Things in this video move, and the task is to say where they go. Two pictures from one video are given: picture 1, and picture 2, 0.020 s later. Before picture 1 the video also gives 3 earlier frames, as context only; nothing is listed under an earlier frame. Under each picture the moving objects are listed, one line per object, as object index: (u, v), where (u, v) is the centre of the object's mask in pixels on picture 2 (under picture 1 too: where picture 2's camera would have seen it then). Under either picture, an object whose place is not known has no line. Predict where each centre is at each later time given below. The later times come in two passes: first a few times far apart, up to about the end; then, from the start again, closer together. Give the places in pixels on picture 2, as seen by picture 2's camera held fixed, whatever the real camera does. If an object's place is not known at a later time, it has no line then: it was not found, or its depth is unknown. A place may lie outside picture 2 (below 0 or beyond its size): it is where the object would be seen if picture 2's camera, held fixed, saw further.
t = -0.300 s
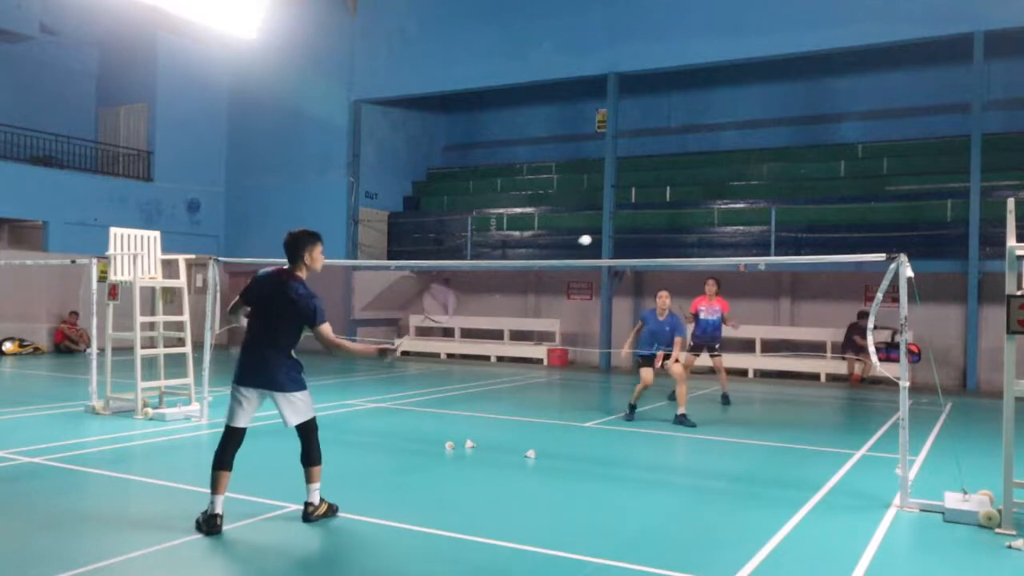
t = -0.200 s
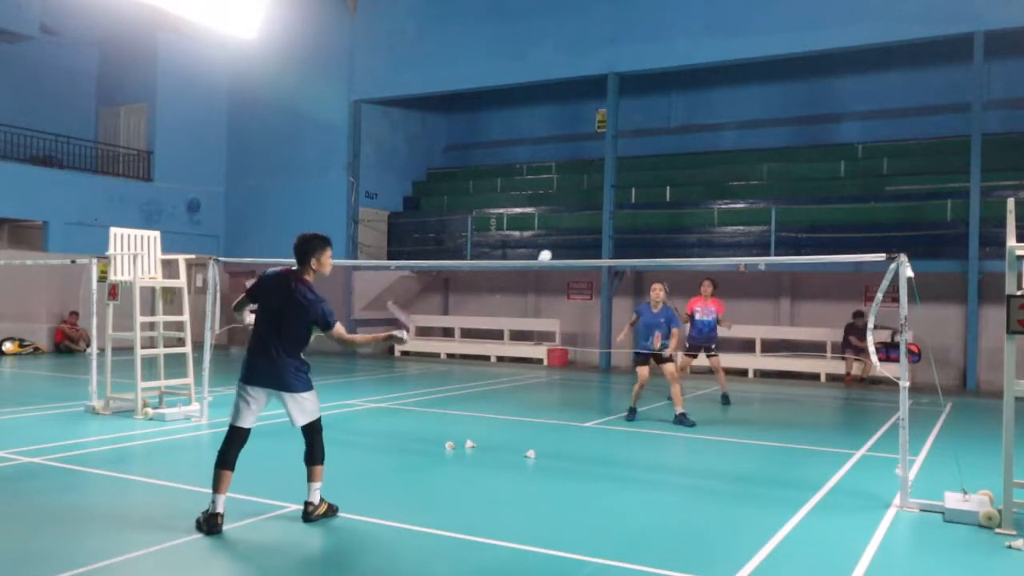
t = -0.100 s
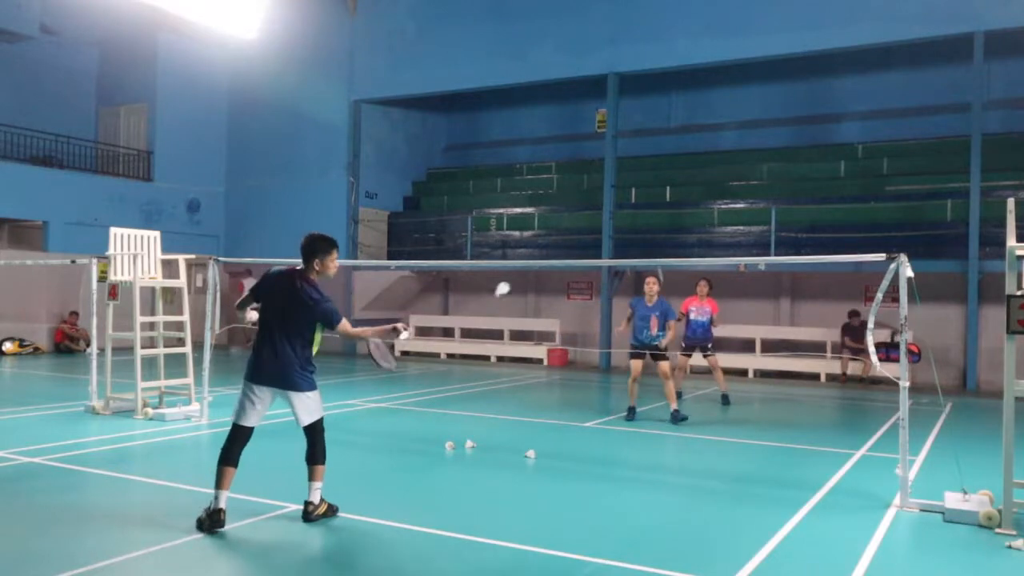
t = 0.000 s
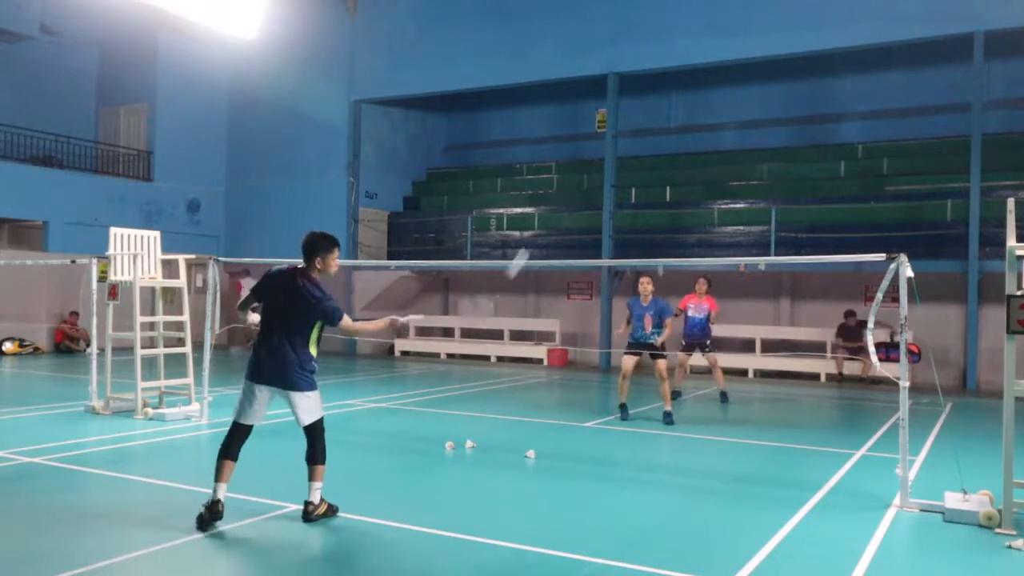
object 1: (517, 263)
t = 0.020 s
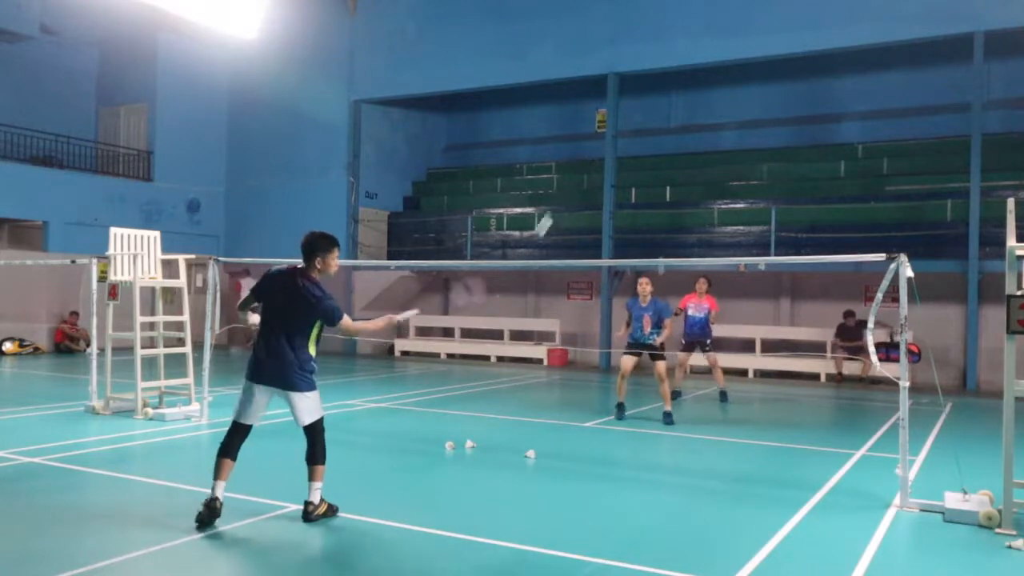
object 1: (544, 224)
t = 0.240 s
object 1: (690, 53)
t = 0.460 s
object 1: (754, 25)
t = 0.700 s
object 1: (795, 53)
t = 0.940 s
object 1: (822, 118)
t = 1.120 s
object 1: (837, 180)
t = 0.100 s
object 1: (614, 129)
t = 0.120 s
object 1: (628, 114)
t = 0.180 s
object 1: (663, 77)
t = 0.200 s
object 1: (672, 68)
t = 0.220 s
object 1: (682, 60)
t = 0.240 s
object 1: (690, 53)
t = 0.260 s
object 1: (697, 47)
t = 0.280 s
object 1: (705, 42)
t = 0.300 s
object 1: (711, 38)
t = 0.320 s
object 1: (717, 35)
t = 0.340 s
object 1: (723, 31)
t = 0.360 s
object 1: (729, 29)
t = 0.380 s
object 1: (735, 27)
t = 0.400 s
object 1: (740, 26)
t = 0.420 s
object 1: (745, 25)
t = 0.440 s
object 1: (749, 25)
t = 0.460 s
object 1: (754, 25)
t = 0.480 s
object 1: (758, 26)
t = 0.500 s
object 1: (762, 27)
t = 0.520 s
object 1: (766, 28)
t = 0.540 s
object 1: (770, 30)
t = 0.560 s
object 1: (773, 32)
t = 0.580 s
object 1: (777, 34)
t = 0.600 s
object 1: (780, 36)
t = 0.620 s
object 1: (784, 39)
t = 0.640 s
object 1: (787, 42)
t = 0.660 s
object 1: (789, 46)
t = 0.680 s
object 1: (793, 50)
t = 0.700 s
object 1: (795, 53)
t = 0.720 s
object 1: (798, 58)
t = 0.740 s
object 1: (801, 62)
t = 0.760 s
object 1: (803, 67)
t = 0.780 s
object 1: (806, 72)
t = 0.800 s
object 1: (808, 77)
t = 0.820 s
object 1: (810, 82)
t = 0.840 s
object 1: (812, 87)
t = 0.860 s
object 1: (814, 94)
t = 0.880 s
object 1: (816, 99)
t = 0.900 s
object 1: (818, 105)
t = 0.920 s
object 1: (821, 111)
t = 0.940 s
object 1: (822, 118)
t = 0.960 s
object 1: (824, 124)
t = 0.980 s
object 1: (826, 131)
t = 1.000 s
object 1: (827, 137)
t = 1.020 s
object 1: (829, 144)
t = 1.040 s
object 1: (831, 151)
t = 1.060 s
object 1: (832, 158)
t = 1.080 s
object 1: (834, 166)
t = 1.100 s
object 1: (835, 172)
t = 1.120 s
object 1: (837, 180)
